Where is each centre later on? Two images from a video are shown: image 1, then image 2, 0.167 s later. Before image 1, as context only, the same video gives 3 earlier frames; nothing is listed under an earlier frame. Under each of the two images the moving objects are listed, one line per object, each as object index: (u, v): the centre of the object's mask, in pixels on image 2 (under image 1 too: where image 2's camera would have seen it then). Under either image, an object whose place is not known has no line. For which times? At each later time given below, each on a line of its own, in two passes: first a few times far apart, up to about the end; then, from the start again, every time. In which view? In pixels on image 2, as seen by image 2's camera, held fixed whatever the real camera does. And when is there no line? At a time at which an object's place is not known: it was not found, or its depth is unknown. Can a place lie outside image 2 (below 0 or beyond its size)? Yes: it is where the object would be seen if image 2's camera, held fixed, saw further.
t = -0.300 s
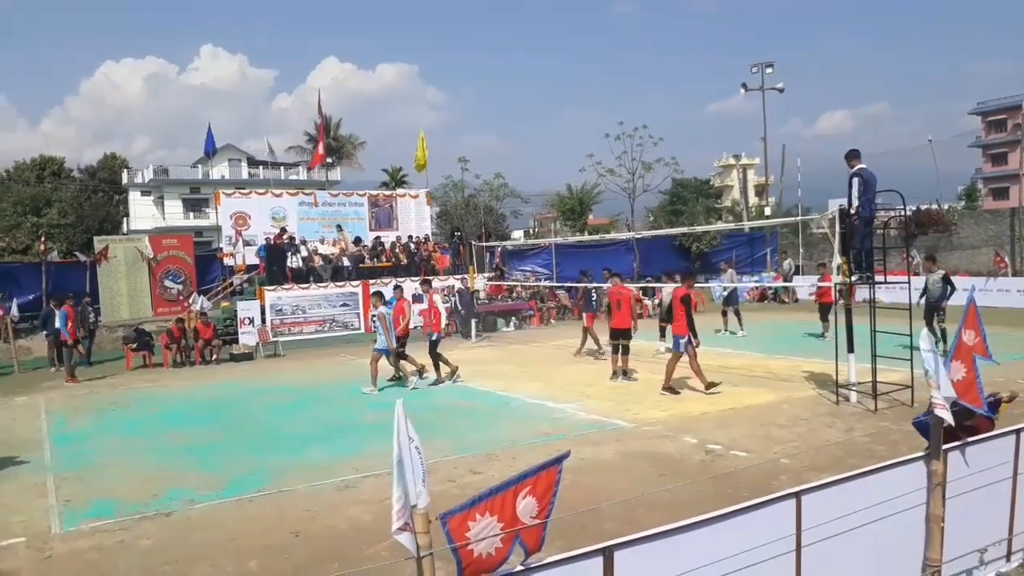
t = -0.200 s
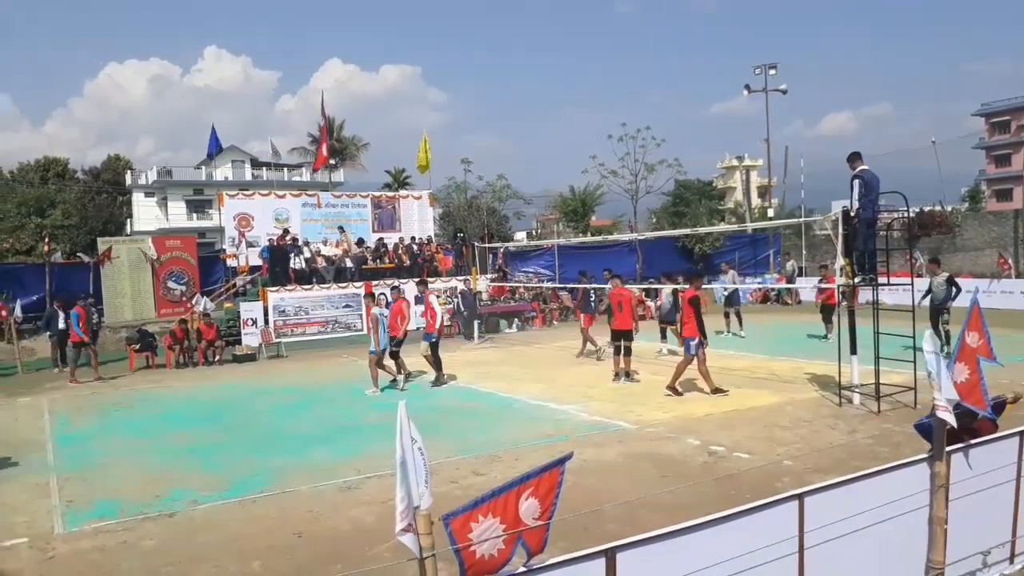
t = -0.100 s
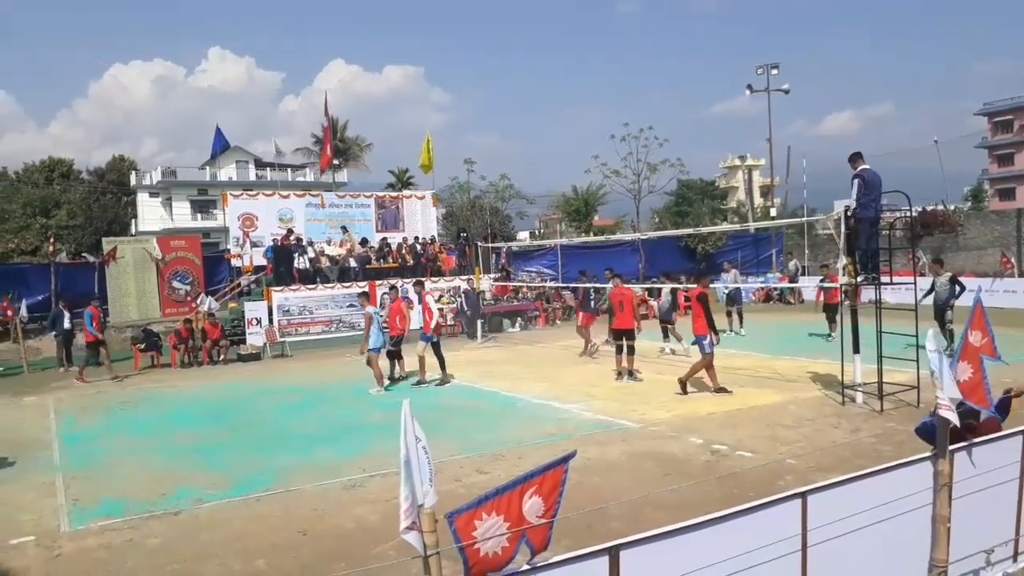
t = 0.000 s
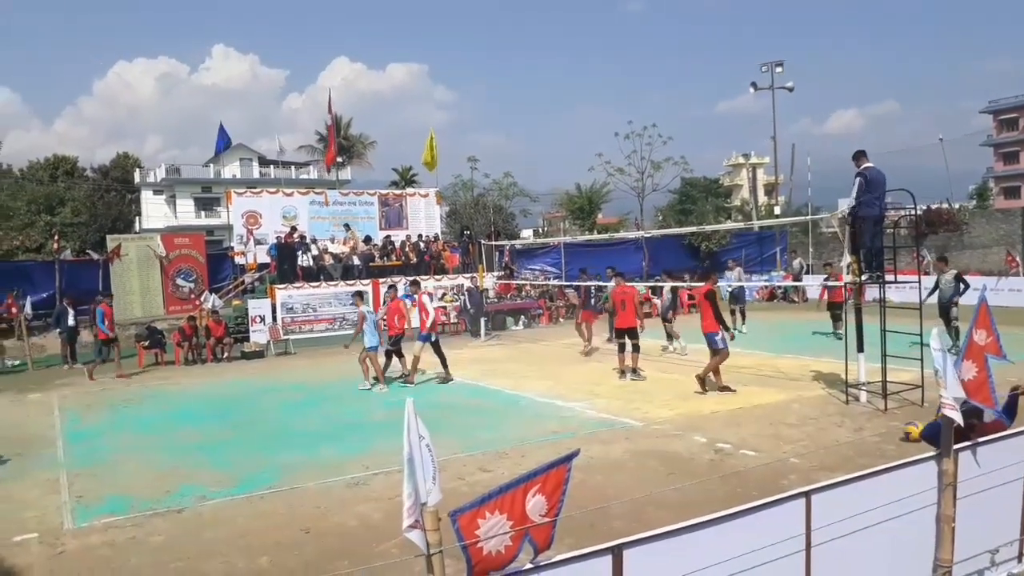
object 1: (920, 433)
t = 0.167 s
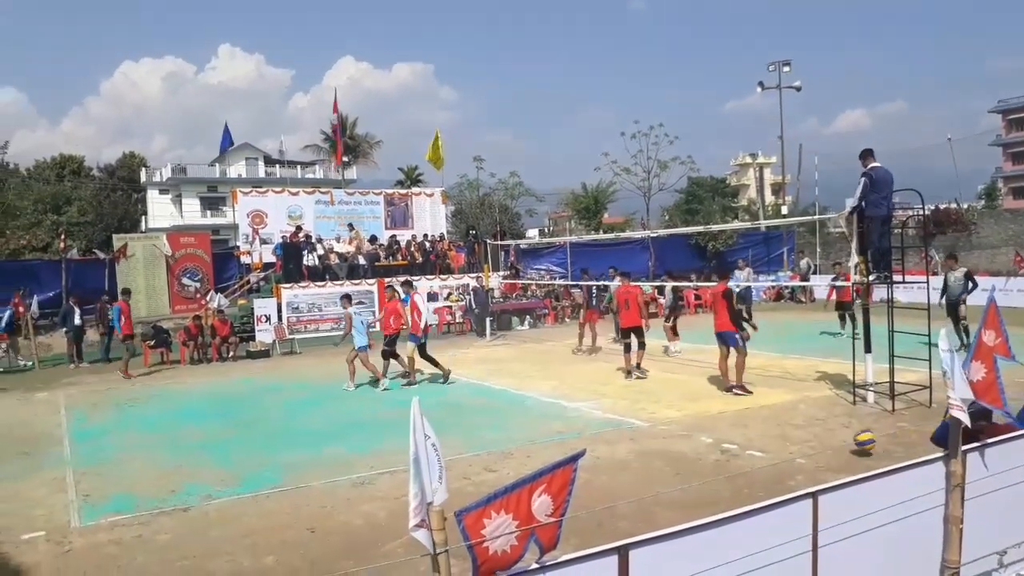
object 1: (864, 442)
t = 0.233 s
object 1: (840, 452)
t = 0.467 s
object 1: (749, 474)
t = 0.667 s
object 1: (662, 483)
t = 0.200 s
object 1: (852, 447)
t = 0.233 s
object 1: (840, 452)
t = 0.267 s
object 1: (828, 456)
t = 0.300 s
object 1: (815, 457)
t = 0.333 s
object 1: (803, 459)
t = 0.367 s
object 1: (790, 461)
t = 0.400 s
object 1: (776, 465)
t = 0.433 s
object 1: (763, 471)
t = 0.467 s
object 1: (749, 474)
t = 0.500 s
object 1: (735, 473)
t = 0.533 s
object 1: (721, 471)
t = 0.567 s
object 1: (707, 473)
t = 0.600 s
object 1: (692, 475)
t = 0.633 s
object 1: (676, 478)
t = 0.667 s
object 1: (662, 483)
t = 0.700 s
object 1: (646, 493)
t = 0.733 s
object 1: (631, 500)
